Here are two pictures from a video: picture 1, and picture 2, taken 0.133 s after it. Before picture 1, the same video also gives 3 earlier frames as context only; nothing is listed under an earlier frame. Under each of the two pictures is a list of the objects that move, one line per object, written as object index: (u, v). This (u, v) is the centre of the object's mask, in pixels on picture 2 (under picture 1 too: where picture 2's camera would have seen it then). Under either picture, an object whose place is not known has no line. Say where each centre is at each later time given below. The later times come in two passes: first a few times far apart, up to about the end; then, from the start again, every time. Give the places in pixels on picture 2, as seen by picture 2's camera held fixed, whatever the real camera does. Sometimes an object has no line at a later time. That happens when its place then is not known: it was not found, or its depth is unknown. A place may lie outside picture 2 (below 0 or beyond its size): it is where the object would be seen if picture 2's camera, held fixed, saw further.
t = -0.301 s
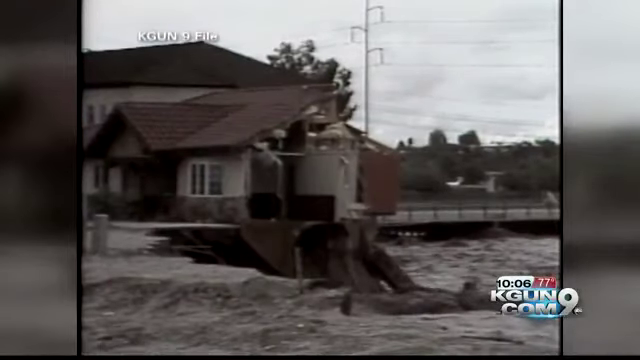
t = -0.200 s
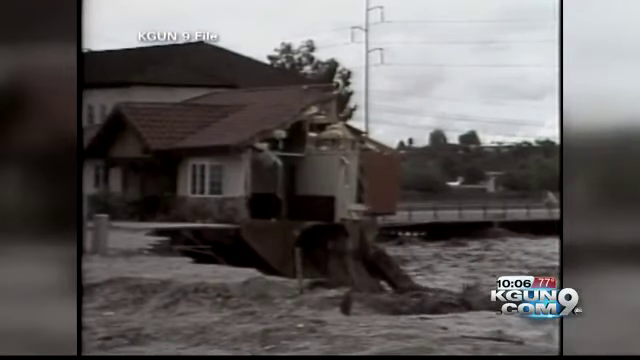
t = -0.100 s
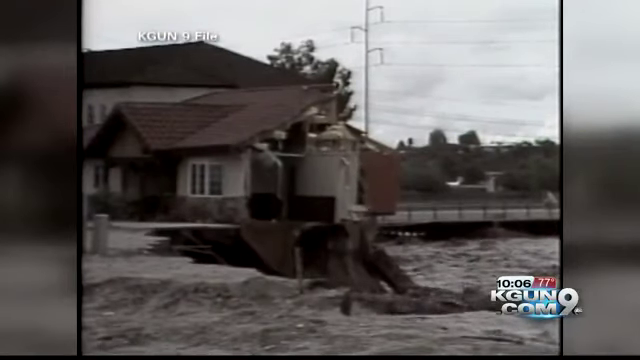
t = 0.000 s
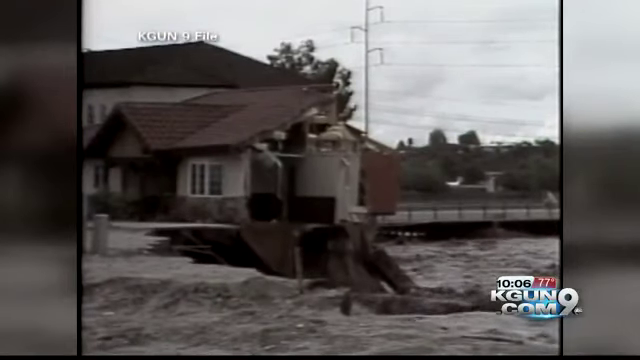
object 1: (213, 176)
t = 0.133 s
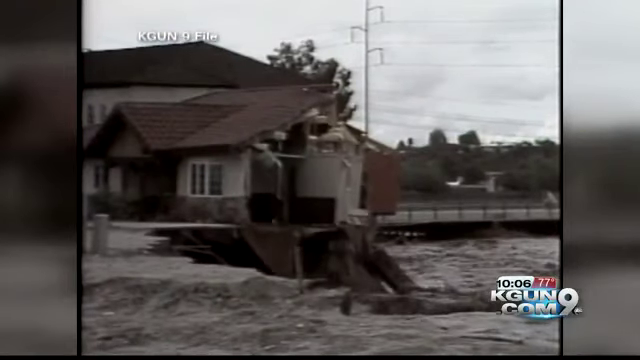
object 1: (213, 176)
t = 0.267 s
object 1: (213, 176)
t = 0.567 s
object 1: (213, 175)
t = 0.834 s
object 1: (214, 175)
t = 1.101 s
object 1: (216, 175)
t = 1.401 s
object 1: (216, 177)
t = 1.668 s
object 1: (220, 185)
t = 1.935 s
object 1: (229, 202)
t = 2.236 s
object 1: (238, 234)
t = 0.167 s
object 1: (213, 176)
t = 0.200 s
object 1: (213, 176)
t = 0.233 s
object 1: (213, 176)
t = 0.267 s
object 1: (213, 176)
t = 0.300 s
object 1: (213, 176)
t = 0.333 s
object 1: (213, 175)
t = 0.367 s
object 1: (213, 176)
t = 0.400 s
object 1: (213, 176)
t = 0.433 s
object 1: (213, 175)
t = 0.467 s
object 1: (213, 175)
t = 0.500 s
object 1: (213, 175)
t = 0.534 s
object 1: (213, 175)
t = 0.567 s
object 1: (213, 175)
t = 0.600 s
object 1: (213, 175)
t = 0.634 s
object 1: (213, 175)
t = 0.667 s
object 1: (213, 175)
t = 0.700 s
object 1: (213, 175)
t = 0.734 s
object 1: (213, 175)
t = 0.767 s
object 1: (213, 175)
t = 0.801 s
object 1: (214, 175)
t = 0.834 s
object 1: (214, 175)
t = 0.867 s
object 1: (214, 175)
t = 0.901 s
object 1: (215, 175)
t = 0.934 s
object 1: (215, 175)
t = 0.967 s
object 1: (215, 175)
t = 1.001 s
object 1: (215, 175)
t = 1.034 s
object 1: (215, 175)
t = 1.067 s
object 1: (215, 175)
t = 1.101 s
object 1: (216, 175)
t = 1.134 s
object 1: (216, 175)
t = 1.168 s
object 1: (215, 176)
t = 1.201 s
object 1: (215, 176)
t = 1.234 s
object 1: (215, 176)
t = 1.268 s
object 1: (215, 176)
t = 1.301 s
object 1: (216, 176)
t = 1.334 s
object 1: (216, 176)
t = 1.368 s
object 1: (216, 177)
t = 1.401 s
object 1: (216, 177)
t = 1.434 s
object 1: (217, 178)
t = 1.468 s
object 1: (217, 178)
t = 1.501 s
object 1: (218, 179)
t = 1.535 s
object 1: (217, 180)
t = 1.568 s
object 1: (218, 181)
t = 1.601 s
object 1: (219, 182)
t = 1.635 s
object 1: (220, 184)
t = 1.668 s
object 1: (220, 185)
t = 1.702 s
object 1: (221, 187)
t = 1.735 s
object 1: (222, 188)
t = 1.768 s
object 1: (223, 190)
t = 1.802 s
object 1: (224, 192)
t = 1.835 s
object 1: (225, 194)
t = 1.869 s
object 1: (227, 197)
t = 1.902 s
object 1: (228, 199)
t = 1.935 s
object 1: (229, 202)
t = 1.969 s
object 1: (229, 204)
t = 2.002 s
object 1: (231, 207)
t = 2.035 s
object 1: (232, 211)
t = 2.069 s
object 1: (234, 215)
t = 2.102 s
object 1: (235, 220)
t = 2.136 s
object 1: (237, 225)
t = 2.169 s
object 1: (239, 229)
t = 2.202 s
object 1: (239, 232)
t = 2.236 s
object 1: (238, 234)
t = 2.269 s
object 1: (237, 236)
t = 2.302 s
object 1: (236, 237)
